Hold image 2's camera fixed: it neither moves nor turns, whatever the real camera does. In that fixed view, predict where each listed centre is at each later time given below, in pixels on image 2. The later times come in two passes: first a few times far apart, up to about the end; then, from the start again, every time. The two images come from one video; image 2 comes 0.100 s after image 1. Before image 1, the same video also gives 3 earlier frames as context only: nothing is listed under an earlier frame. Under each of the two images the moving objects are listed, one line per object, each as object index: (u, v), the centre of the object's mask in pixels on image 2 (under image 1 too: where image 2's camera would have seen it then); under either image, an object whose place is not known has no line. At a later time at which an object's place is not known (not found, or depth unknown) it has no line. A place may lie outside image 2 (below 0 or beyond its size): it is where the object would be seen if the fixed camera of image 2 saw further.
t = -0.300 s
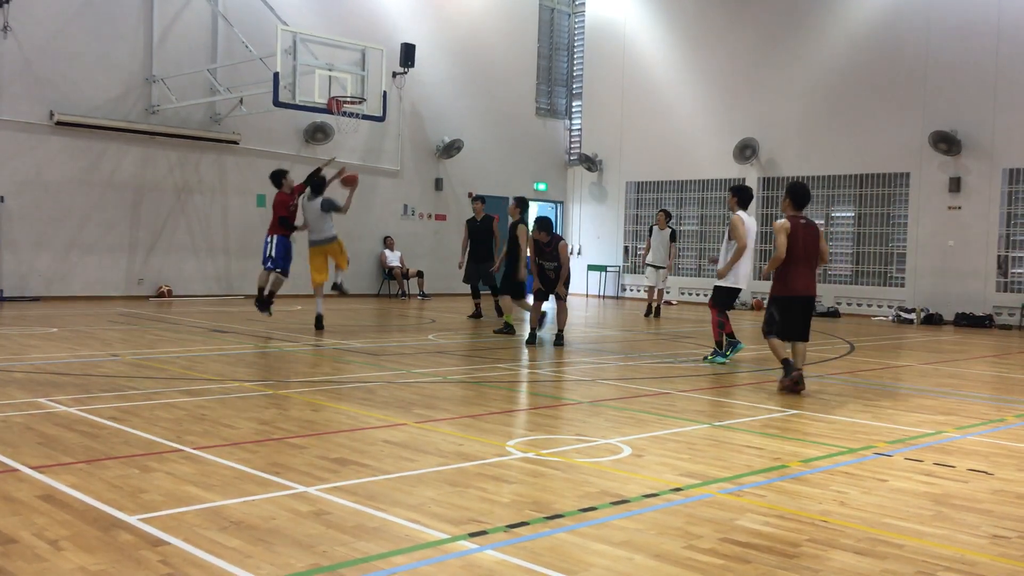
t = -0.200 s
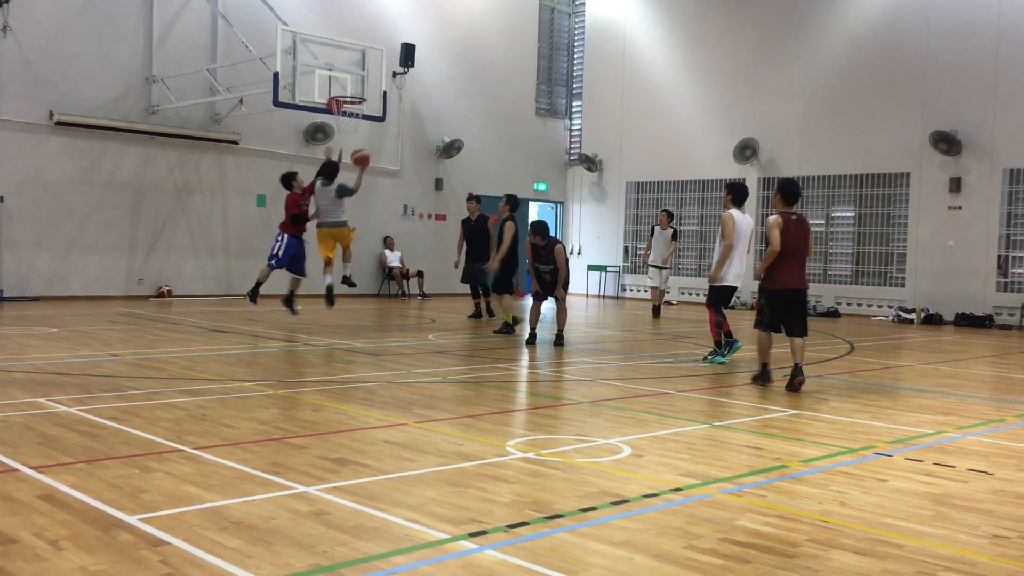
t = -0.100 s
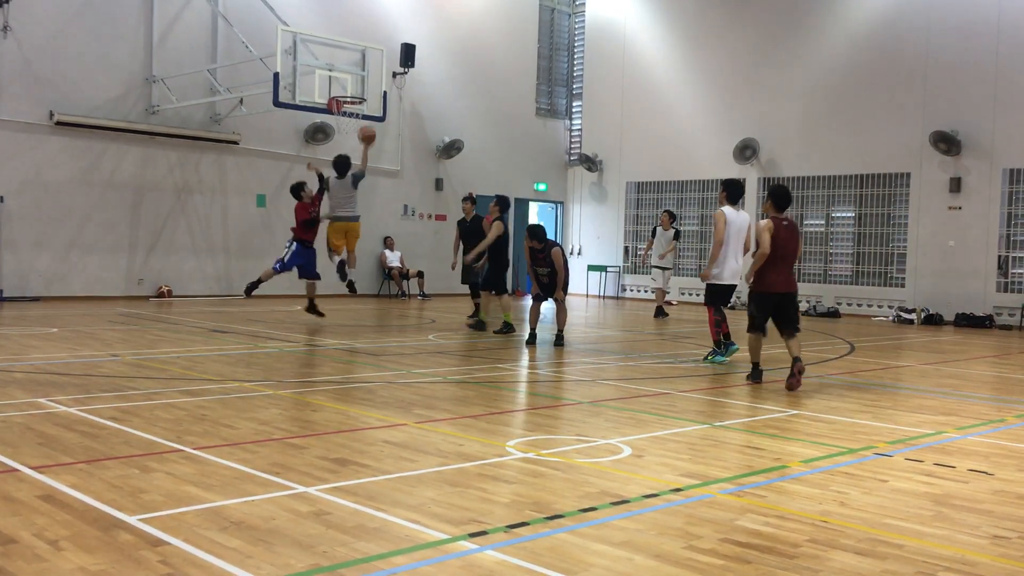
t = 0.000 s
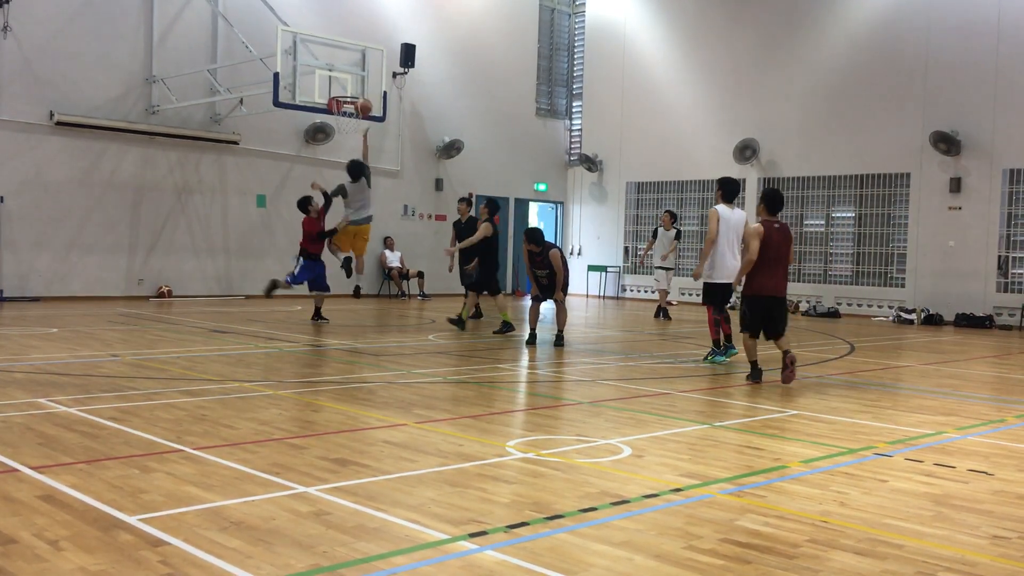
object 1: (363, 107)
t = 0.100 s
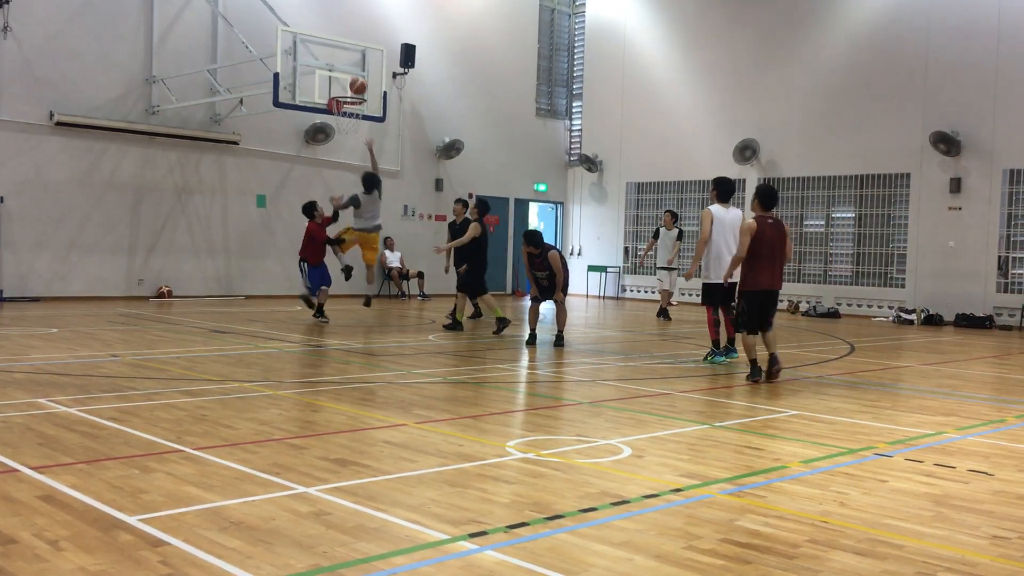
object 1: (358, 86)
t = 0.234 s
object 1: (352, 70)
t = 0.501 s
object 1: (342, 75)
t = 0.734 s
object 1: (356, 90)
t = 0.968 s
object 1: (351, 89)
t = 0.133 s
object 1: (356, 81)
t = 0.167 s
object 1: (354, 77)
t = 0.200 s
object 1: (353, 73)
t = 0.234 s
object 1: (352, 70)
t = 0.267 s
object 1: (350, 68)
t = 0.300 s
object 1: (349, 67)
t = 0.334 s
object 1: (347, 67)
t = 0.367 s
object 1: (346, 67)
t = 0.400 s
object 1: (344, 68)
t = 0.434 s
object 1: (342, 70)
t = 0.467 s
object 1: (340, 73)
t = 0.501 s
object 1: (342, 75)
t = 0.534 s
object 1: (345, 77)
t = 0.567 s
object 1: (349, 80)
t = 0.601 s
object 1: (352, 85)
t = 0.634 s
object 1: (355, 89)
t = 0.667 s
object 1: (358, 94)
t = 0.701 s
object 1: (357, 91)
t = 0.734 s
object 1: (356, 90)
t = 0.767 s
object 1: (355, 89)
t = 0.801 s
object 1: (354, 88)
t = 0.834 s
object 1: (354, 88)
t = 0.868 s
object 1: (353, 88)
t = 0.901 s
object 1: (352, 87)
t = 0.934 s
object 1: (351, 88)
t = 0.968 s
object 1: (351, 89)
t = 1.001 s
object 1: (350, 90)
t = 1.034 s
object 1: (350, 94)
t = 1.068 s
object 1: (350, 97)
